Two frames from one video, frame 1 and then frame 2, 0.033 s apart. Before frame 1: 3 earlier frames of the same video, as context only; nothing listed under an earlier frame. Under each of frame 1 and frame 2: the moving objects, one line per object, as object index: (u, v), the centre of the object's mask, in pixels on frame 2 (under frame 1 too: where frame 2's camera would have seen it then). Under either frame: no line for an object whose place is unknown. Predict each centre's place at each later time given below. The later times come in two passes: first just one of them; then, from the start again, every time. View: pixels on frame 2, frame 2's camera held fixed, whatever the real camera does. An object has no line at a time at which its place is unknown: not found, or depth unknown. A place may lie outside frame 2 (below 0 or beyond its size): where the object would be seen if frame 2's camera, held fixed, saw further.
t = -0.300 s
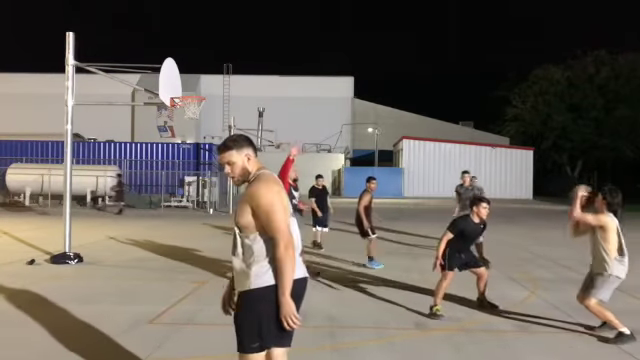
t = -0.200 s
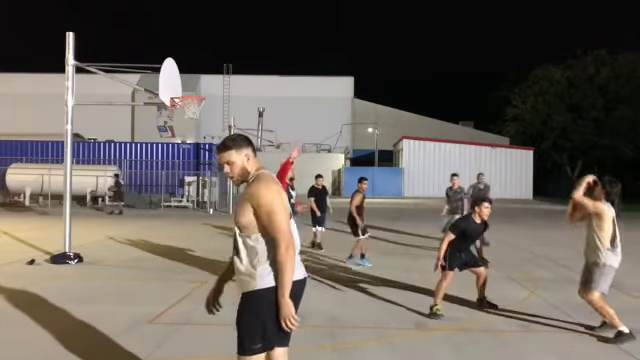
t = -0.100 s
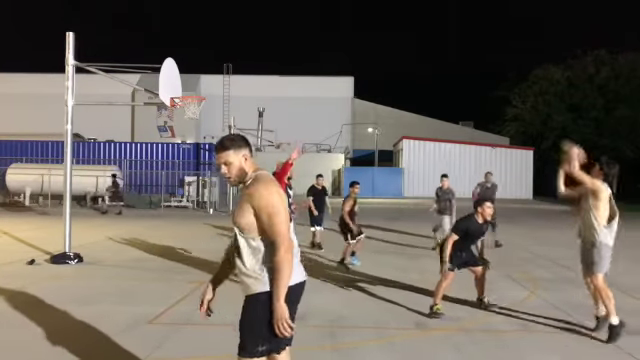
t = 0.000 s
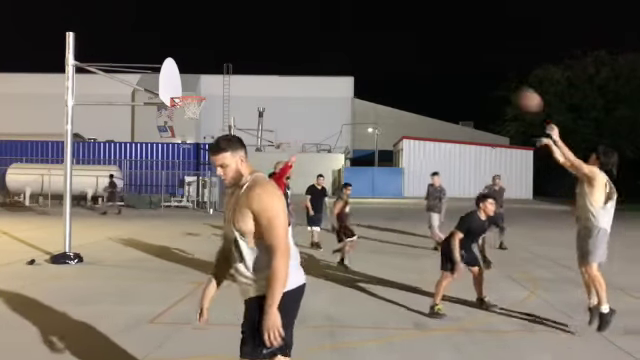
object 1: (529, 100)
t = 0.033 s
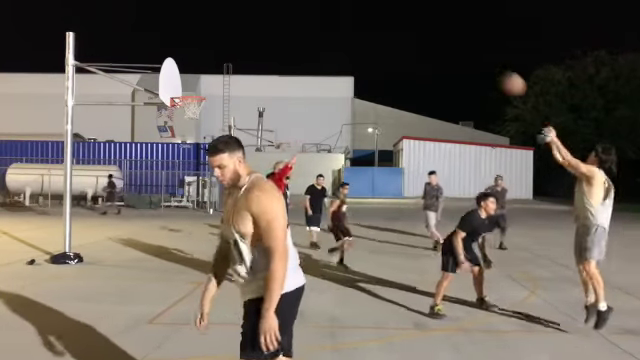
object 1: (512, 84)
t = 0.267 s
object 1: (417, 8)
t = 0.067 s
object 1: (498, 69)
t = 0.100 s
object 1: (483, 56)
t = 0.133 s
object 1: (469, 44)
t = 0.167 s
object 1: (455, 33)
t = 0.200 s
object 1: (442, 23)
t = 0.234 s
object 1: (429, 14)
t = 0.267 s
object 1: (417, 8)
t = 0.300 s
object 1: (404, 5)
